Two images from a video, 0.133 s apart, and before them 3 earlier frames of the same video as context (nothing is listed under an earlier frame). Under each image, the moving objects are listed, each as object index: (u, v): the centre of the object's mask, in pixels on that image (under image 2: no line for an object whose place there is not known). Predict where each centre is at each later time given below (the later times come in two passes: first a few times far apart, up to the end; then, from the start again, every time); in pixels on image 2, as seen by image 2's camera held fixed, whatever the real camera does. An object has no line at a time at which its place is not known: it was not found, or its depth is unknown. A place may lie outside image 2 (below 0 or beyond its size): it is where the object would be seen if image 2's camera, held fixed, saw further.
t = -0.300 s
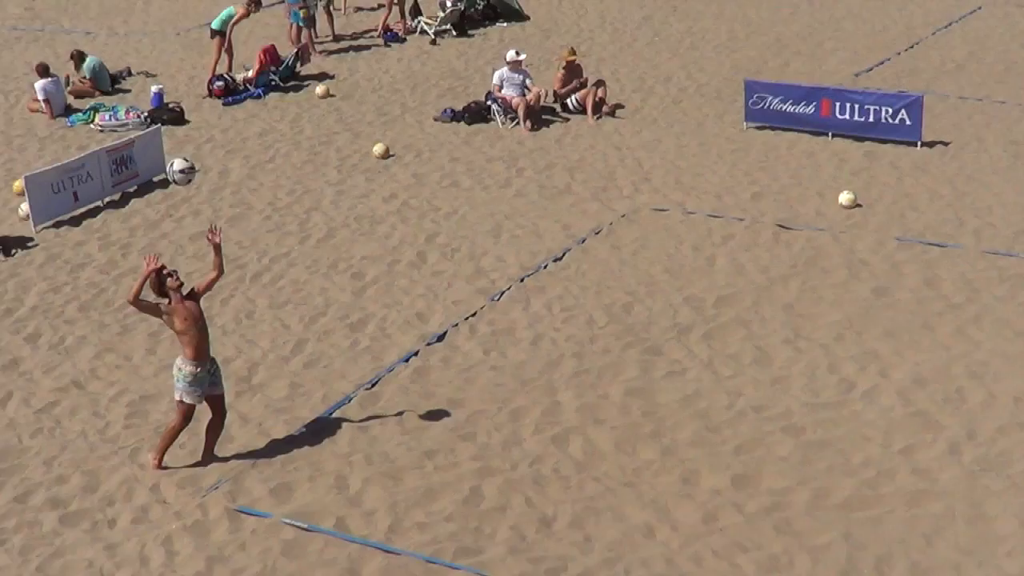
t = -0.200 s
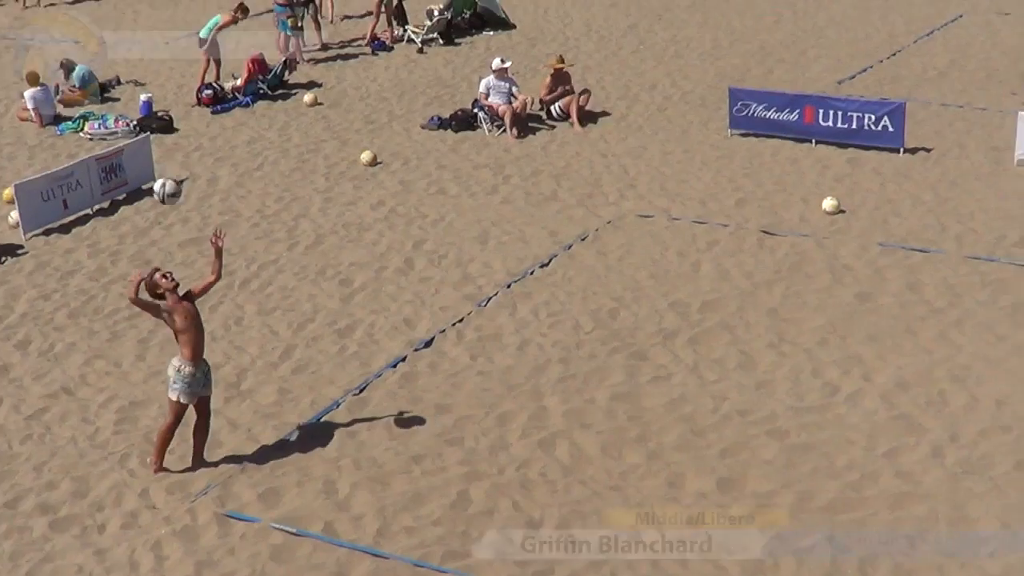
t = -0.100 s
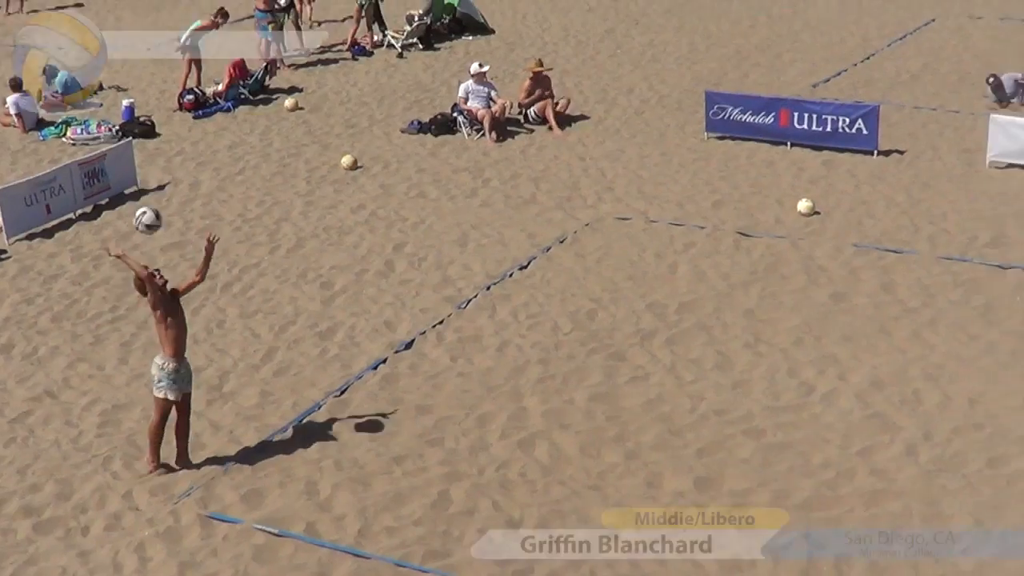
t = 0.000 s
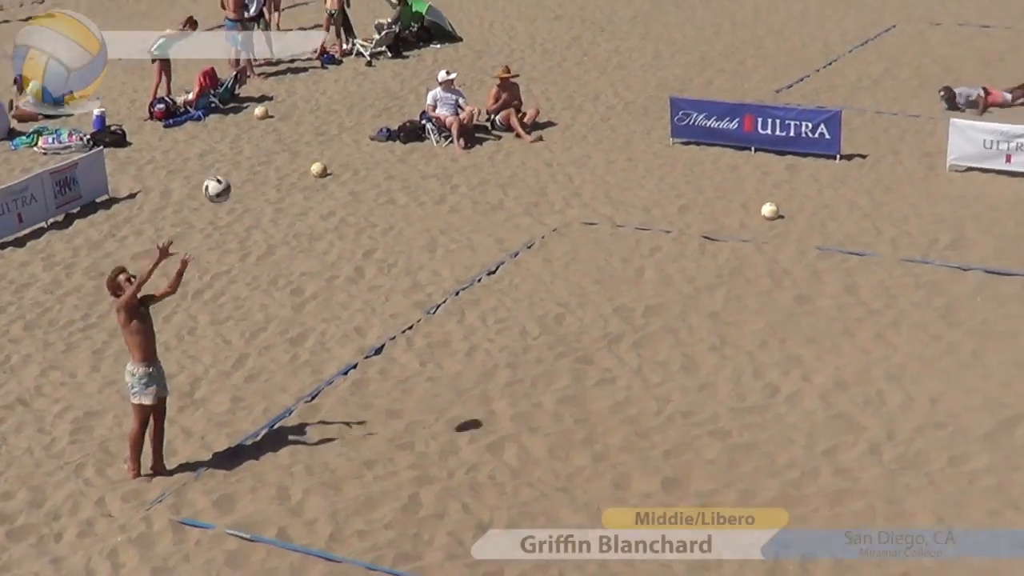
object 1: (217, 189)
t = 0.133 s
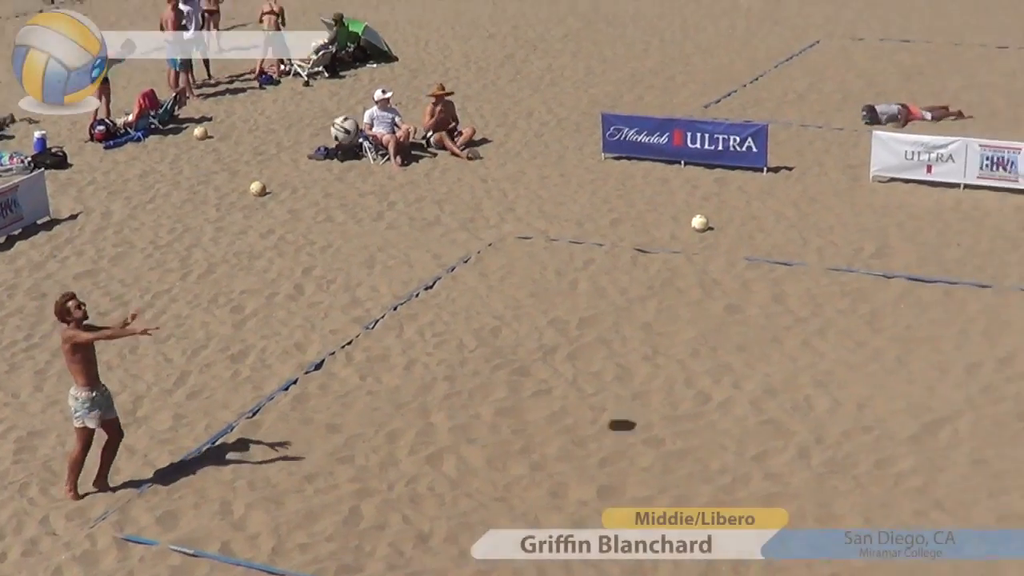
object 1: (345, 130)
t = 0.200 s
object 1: (442, 98)
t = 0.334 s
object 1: (635, 46)
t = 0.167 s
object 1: (394, 113)
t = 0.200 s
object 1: (442, 98)
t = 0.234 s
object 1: (490, 84)
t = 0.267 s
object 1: (538, 70)
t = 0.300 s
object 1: (587, 58)
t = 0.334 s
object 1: (635, 46)
